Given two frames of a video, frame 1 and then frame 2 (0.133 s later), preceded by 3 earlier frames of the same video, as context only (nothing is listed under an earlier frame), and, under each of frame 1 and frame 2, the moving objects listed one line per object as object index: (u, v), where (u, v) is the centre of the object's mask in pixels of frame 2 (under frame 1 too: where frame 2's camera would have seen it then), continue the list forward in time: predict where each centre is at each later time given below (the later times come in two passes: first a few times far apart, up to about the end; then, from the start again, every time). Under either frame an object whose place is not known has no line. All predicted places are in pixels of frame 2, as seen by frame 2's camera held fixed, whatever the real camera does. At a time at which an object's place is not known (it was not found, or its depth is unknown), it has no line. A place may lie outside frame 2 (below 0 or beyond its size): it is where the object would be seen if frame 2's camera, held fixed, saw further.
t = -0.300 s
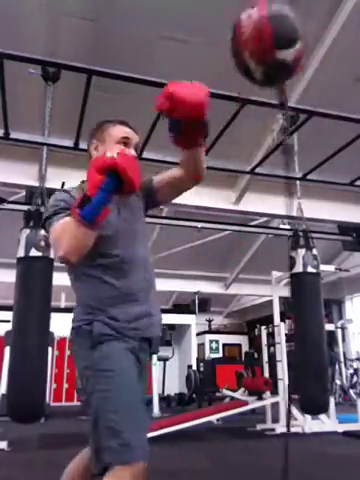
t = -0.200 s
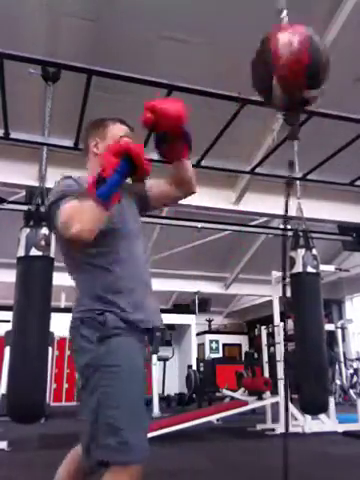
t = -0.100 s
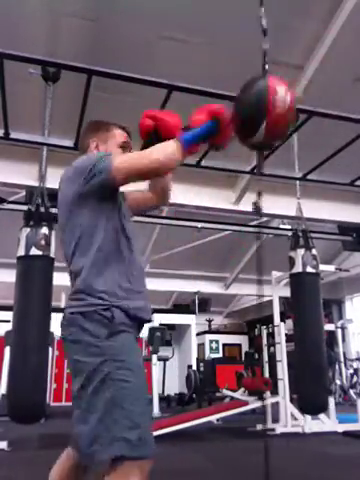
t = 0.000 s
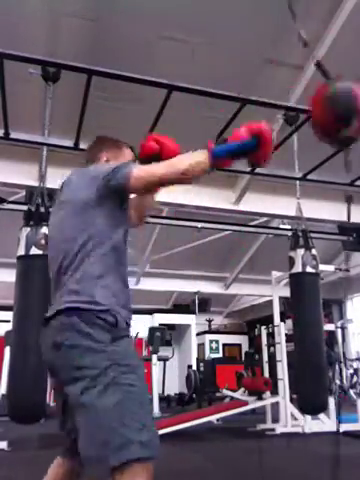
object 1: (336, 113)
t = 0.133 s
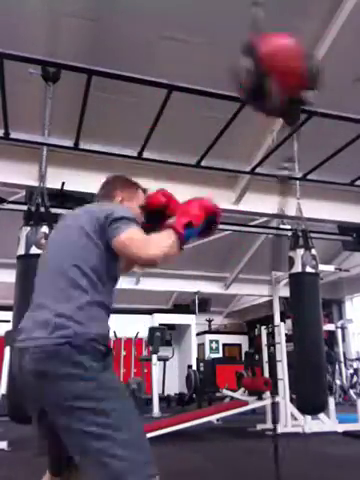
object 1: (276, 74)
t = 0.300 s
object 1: (179, 75)
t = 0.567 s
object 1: (316, 82)
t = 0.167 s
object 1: (219, 59)
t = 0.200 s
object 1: (178, 48)
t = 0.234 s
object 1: (155, 49)
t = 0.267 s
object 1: (158, 58)
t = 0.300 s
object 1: (179, 75)
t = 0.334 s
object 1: (210, 97)
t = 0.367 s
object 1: (242, 118)
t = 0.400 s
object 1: (276, 132)
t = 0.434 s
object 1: (303, 132)
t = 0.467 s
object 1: (324, 119)
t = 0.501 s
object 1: (333, 103)
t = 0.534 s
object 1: (330, 90)
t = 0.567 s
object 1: (316, 82)
